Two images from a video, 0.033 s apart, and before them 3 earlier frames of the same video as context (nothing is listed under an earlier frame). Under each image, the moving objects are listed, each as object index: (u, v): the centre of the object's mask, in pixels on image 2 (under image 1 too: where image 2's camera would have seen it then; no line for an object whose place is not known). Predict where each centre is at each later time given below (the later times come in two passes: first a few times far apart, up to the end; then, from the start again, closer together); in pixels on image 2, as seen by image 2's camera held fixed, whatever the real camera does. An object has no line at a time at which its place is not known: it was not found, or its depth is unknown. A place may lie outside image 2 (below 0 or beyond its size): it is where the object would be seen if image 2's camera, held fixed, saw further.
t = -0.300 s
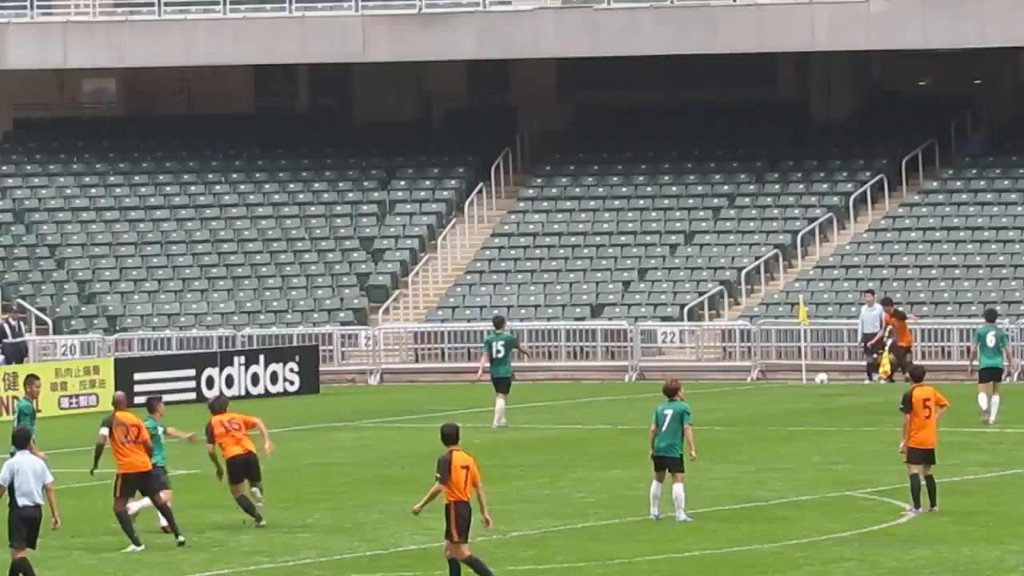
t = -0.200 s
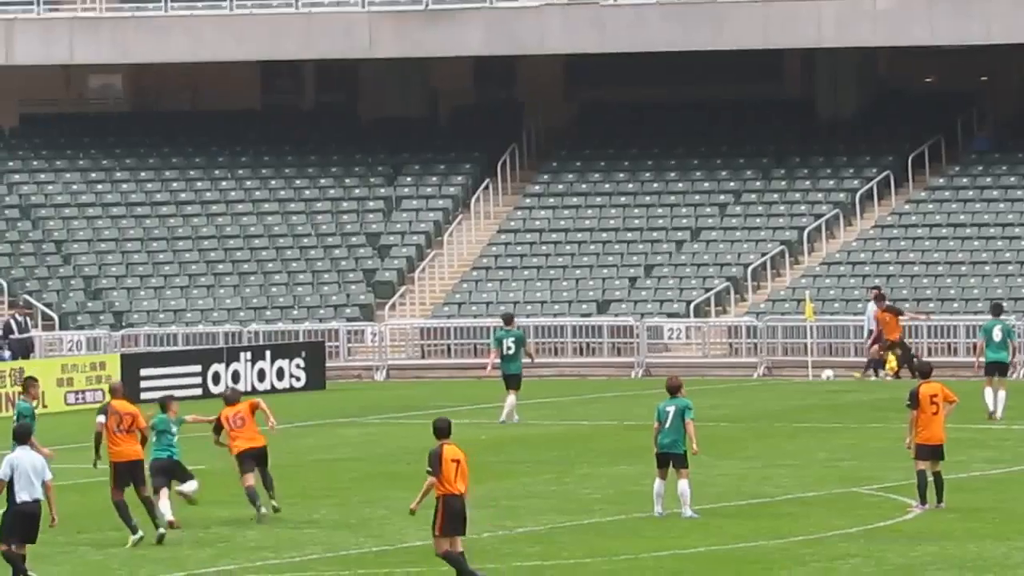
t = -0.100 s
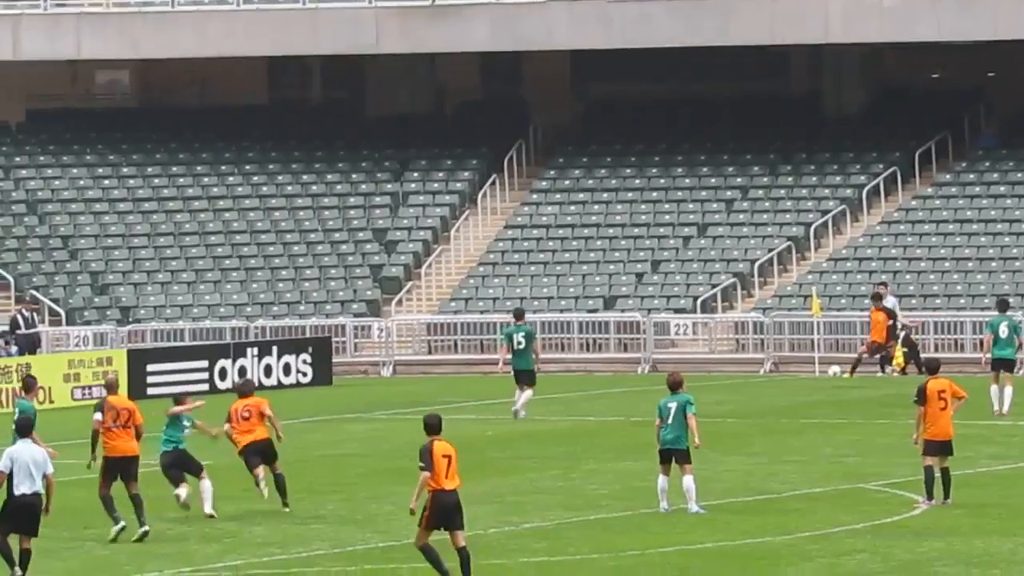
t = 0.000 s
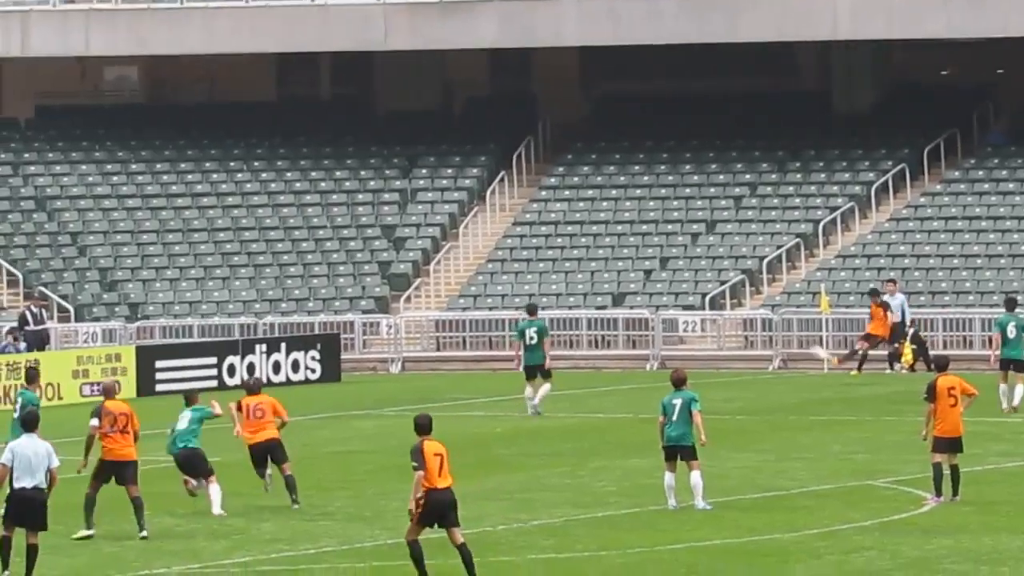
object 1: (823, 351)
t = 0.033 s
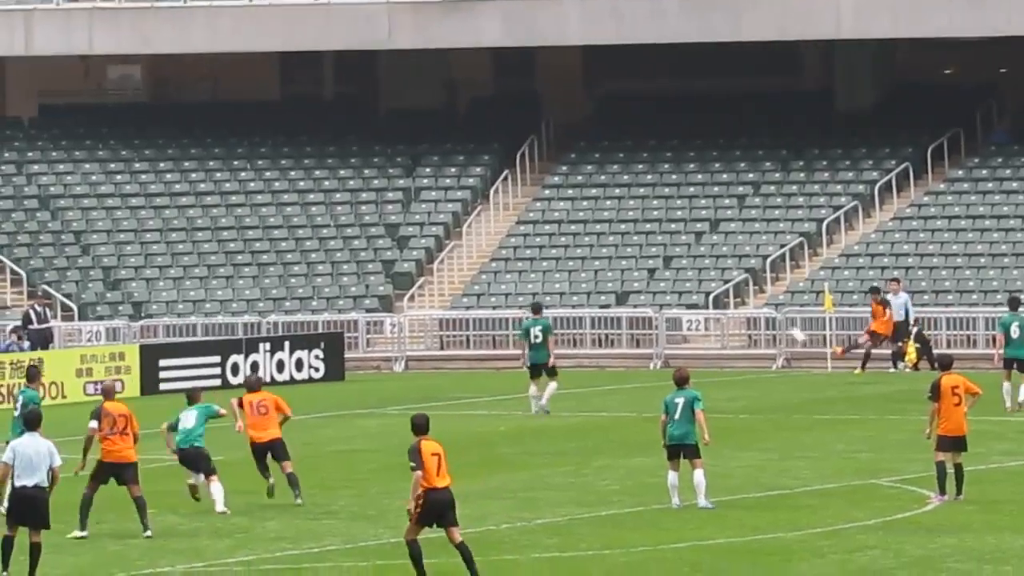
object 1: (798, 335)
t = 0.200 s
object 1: (675, 257)
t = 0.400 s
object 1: (547, 180)
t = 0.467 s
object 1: (507, 159)
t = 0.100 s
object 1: (746, 302)
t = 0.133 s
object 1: (722, 287)
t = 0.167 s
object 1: (698, 273)
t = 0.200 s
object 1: (675, 257)
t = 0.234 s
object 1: (652, 243)
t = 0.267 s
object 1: (630, 230)
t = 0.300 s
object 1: (609, 217)
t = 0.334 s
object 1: (587, 204)
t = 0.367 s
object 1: (566, 191)
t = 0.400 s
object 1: (547, 180)
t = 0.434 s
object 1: (527, 169)
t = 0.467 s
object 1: (507, 159)
